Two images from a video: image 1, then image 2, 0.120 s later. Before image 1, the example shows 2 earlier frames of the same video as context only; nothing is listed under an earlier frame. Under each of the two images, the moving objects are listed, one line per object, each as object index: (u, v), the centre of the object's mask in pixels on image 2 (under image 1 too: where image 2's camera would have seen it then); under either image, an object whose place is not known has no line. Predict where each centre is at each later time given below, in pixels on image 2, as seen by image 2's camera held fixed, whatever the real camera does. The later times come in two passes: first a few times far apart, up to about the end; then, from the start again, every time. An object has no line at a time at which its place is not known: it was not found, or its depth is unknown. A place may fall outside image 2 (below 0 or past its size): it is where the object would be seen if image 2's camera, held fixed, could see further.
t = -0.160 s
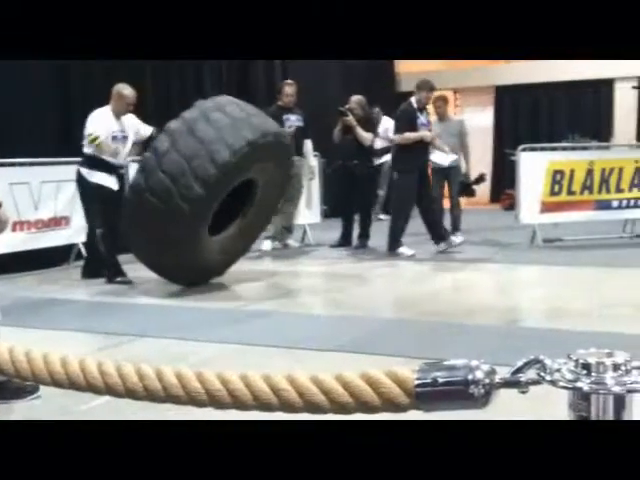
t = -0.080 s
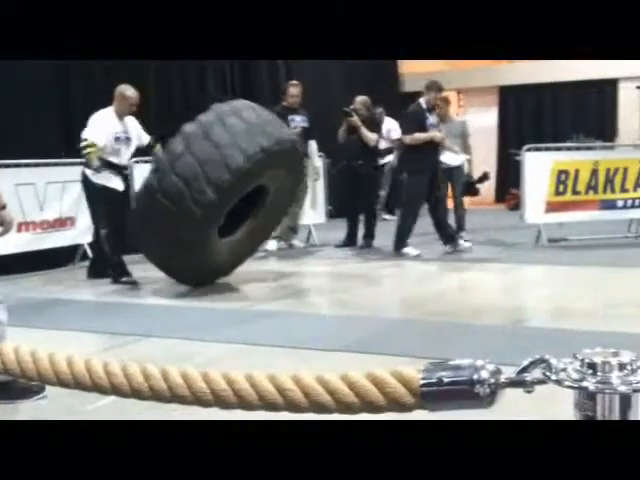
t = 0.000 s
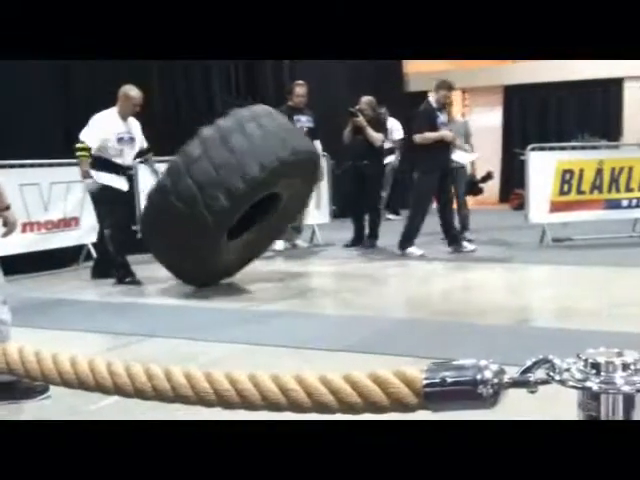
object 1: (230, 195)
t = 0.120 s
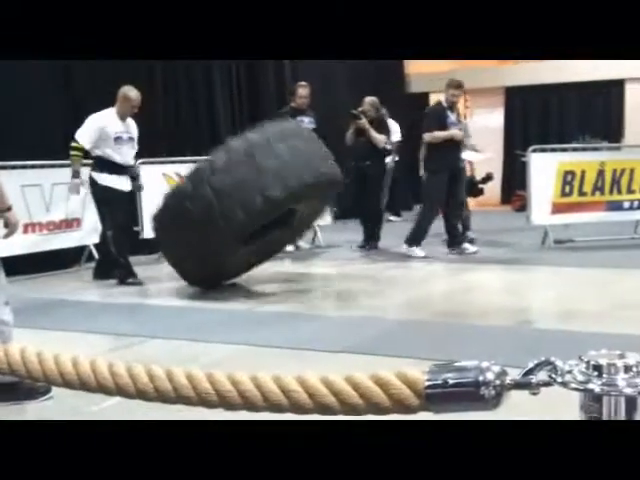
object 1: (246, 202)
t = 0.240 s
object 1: (264, 216)
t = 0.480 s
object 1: (298, 250)
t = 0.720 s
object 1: (307, 254)
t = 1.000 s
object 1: (308, 253)
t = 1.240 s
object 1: (309, 253)
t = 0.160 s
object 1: (252, 205)
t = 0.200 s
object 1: (259, 210)
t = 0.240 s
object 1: (264, 216)
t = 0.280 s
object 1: (271, 222)
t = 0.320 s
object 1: (278, 232)
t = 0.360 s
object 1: (285, 244)
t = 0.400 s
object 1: (291, 254)
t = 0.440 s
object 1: (295, 252)
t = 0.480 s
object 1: (298, 250)
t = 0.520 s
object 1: (300, 249)
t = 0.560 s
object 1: (302, 249)
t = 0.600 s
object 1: (304, 250)
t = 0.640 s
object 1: (305, 251)
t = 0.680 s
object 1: (306, 254)
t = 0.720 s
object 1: (307, 254)
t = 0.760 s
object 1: (309, 254)
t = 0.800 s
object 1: (310, 254)
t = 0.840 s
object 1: (309, 254)
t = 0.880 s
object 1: (308, 254)
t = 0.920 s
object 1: (308, 254)
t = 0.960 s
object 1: (308, 254)
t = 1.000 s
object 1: (308, 253)
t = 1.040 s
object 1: (308, 253)
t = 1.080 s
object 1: (309, 253)
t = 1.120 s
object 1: (309, 253)
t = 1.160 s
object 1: (308, 253)
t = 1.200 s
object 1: (309, 253)
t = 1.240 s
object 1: (309, 253)
